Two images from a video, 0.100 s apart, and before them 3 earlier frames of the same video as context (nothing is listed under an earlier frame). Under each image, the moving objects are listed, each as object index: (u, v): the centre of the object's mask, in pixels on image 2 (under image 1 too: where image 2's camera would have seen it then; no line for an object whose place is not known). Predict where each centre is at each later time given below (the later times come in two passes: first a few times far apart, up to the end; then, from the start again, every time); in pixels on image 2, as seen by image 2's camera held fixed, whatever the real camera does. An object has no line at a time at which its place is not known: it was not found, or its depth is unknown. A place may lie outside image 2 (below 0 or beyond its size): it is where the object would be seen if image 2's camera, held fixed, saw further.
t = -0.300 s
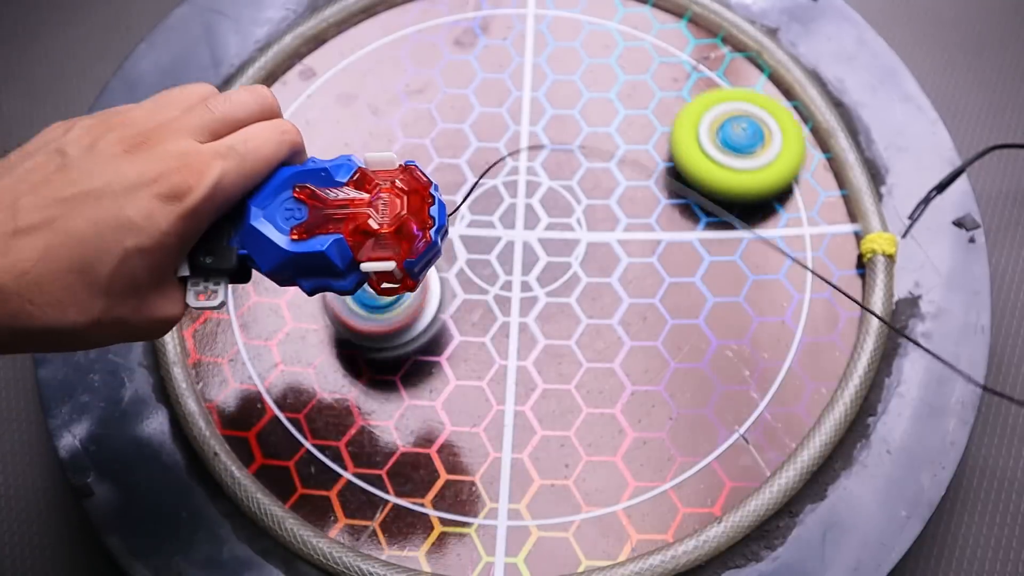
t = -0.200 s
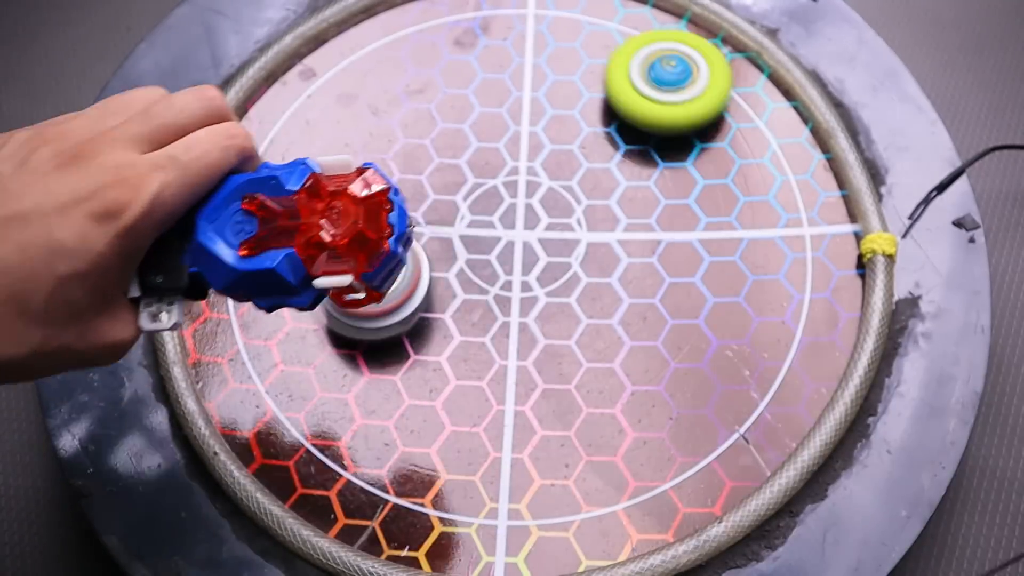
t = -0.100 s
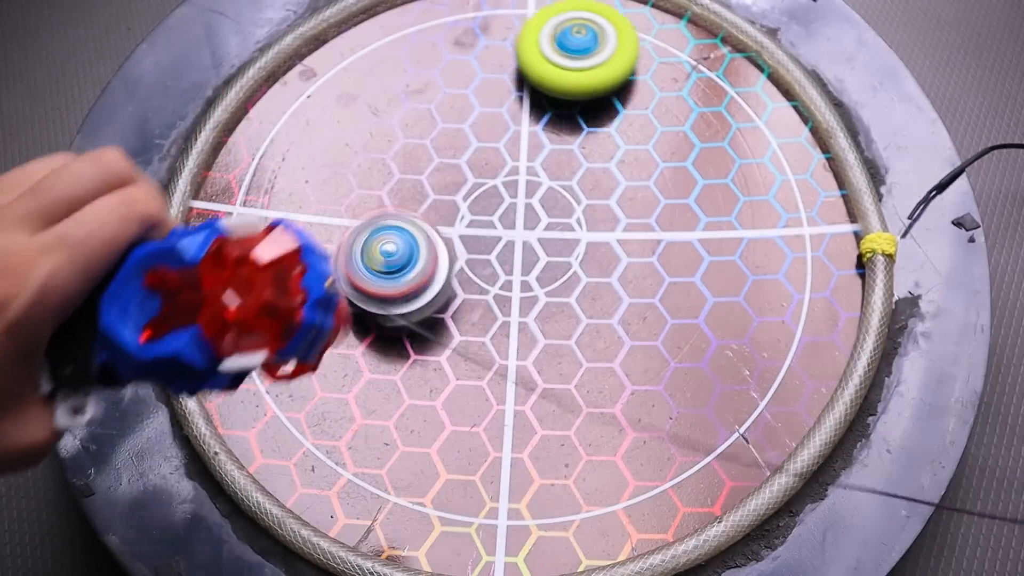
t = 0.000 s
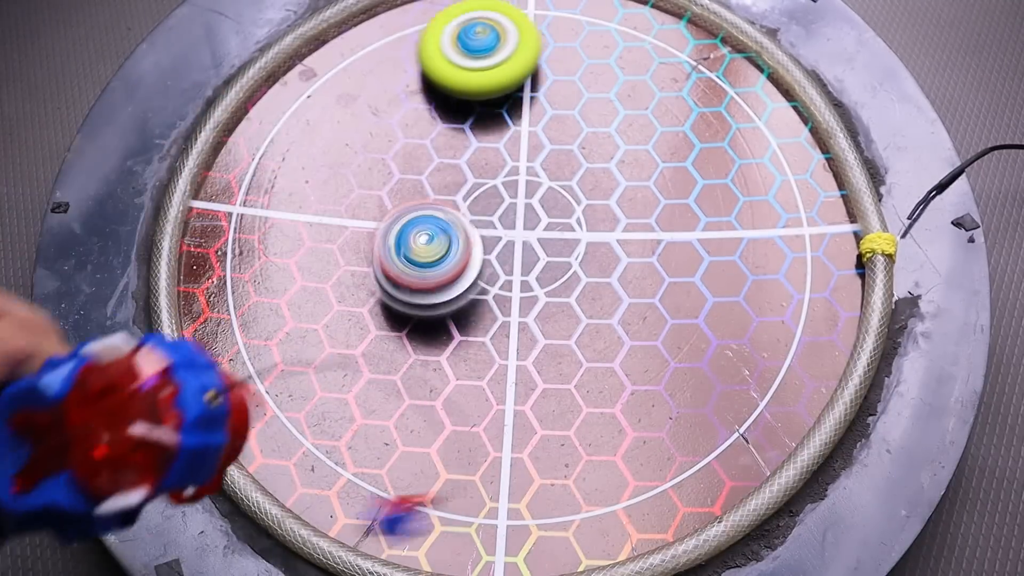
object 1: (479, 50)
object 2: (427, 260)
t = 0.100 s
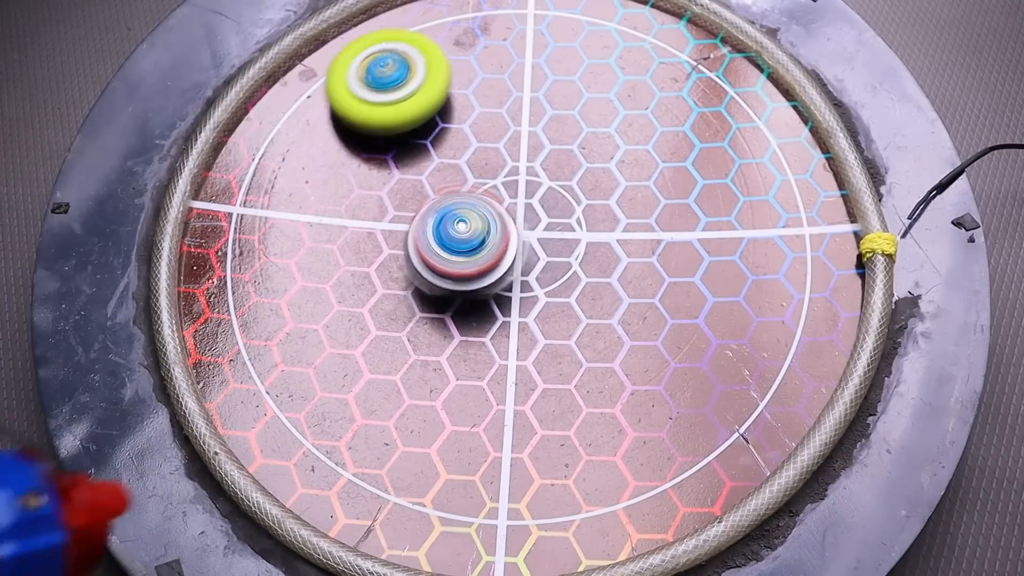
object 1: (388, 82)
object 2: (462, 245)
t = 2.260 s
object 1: (718, 367)
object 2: (569, 196)
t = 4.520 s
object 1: (276, 200)
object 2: (462, 233)
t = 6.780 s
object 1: (629, 82)
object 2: (550, 199)
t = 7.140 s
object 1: (349, 112)
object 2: (567, 188)
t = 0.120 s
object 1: (372, 92)
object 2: (467, 242)
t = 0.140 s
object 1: (356, 104)
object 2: (474, 238)
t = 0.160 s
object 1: (340, 116)
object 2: (480, 236)
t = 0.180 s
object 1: (326, 130)
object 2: (486, 232)
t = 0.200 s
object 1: (313, 145)
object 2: (491, 227)
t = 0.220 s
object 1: (301, 160)
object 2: (496, 222)
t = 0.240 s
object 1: (290, 177)
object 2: (500, 217)
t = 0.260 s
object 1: (281, 194)
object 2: (503, 212)
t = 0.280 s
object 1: (274, 212)
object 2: (506, 207)
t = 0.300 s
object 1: (269, 231)
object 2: (511, 203)
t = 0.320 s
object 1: (266, 251)
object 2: (514, 199)
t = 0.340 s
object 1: (265, 271)
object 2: (517, 195)
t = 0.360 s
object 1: (265, 291)
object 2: (521, 190)
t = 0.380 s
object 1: (268, 311)
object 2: (524, 185)
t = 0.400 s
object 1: (273, 332)
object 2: (525, 182)
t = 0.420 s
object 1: (281, 352)
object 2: (526, 178)
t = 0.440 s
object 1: (291, 372)
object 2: (529, 171)
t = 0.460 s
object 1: (302, 390)
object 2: (531, 167)
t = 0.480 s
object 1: (317, 408)
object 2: (533, 162)
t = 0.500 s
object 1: (333, 425)
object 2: (534, 158)
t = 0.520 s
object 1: (351, 440)
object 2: (535, 153)
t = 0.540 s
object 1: (372, 453)
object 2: (533, 149)
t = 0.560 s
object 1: (394, 465)
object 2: (532, 146)
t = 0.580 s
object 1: (417, 474)
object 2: (532, 144)
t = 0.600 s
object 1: (442, 481)
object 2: (532, 139)
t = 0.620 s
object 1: (468, 485)
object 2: (532, 136)
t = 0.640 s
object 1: (494, 488)
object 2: (531, 132)
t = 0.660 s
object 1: (520, 487)
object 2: (530, 129)
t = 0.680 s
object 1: (547, 484)
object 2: (528, 126)
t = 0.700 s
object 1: (573, 479)
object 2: (526, 123)
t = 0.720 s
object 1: (598, 472)
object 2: (525, 121)
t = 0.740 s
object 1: (621, 462)
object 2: (523, 119)
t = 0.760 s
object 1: (644, 450)
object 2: (522, 116)
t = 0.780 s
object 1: (665, 437)
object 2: (521, 114)
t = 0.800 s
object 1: (683, 422)
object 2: (518, 112)
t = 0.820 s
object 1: (700, 406)
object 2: (515, 111)
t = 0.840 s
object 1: (715, 388)
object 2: (513, 111)
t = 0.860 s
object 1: (727, 370)
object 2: (511, 111)
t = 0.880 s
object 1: (738, 350)
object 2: (509, 111)
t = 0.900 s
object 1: (745, 331)
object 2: (508, 111)
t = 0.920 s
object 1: (751, 310)
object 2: (505, 111)
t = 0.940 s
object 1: (754, 290)
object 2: (503, 111)
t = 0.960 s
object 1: (756, 271)
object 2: (501, 112)
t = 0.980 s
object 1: (755, 250)
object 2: (499, 115)
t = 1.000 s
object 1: (753, 231)
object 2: (497, 117)
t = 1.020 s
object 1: (749, 213)
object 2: (496, 119)
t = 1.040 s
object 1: (742, 195)
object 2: (495, 120)
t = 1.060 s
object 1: (735, 177)
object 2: (492, 121)
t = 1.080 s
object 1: (725, 161)
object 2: (490, 125)
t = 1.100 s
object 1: (715, 146)
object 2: (489, 128)
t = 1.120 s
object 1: (704, 131)
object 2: (487, 132)
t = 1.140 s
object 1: (691, 118)
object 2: (487, 137)
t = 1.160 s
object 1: (677, 105)
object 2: (487, 141)
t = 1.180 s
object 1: (661, 94)
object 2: (485, 143)
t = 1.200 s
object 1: (646, 84)
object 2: (485, 151)
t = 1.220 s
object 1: (628, 75)
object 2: (487, 155)
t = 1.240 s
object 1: (611, 68)
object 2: (489, 159)
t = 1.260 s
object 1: (593, 62)
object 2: (491, 164)
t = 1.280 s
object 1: (575, 57)
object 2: (494, 166)
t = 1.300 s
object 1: (556, 53)
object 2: (497, 168)
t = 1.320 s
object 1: (537, 50)
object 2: (498, 171)
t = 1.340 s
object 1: (518, 49)
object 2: (502, 177)
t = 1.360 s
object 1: (499, 49)
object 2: (506, 181)
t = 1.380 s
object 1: (480, 50)
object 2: (511, 185)
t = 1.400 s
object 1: (461, 52)
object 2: (516, 188)
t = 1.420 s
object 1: (442, 56)
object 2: (519, 189)
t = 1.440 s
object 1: (423, 61)
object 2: (525, 192)
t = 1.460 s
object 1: (405, 67)
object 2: (530, 193)
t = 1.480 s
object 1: (387, 75)
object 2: (535, 195)
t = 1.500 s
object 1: (370, 83)
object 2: (541, 197)
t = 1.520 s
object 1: (353, 93)
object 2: (543, 197)
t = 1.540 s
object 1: (337, 104)
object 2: (547, 200)
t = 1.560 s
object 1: (322, 116)
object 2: (552, 201)
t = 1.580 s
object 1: (308, 129)
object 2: (557, 202)
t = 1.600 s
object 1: (295, 144)
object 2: (561, 203)
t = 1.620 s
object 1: (283, 159)
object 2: (565, 203)
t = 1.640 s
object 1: (273, 175)
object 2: (569, 203)
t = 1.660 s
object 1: (263, 192)
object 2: (573, 202)
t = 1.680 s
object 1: (256, 209)
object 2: (577, 203)
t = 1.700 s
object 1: (250, 228)
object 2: (582, 202)
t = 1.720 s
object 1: (247, 249)
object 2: (582, 201)
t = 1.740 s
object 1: (249, 273)
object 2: (585, 201)
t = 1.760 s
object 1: (253, 295)
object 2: (589, 200)
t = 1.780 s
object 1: (259, 316)
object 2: (592, 200)
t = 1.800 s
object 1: (266, 336)
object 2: (595, 199)
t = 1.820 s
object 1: (276, 355)
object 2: (596, 196)
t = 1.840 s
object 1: (288, 373)
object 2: (598, 197)
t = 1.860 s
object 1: (301, 390)
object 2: (600, 196)
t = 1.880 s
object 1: (316, 407)
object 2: (602, 195)
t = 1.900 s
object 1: (333, 422)
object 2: (602, 193)
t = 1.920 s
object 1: (352, 435)
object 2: (600, 191)
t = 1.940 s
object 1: (373, 447)
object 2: (601, 191)
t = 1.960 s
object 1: (395, 456)
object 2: (602, 190)
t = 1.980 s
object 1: (418, 464)
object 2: (602, 189)
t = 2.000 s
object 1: (442, 470)
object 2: (600, 188)
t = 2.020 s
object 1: (466, 474)
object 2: (599, 187)
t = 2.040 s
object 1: (491, 475)
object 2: (599, 188)
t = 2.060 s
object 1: (516, 475)
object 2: (598, 187)
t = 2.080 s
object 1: (541, 472)
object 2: (596, 187)
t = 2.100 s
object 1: (566, 468)
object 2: (592, 187)
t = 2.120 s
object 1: (590, 461)
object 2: (590, 187)
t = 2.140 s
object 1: (613, 452)
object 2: (588, 188)
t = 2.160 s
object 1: (635, 441)
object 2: (586, 189)
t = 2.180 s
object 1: (655, 429)
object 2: (582, 190)
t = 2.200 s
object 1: (674, 415)
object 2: (579, 190)
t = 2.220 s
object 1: (690, 400)
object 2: (576, 193)
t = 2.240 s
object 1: (705, 384)
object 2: (573, 194)
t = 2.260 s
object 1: (718, 367)
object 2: (569, 196)
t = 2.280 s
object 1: (729, 349)
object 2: (564, 198)
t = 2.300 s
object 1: (738, 331)
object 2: (562, 201)
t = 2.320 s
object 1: (745, 311)
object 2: (559, 205)
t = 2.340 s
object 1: (750, 293)
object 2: (557, 208)
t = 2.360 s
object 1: (753, 273)
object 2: (554, 209)
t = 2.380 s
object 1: (754, 255)
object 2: (554, 213)
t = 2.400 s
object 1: (753, 236)
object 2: (552, 217)
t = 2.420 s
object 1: (750, 218)
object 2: (552, 219)
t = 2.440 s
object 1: (746, 200)
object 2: (548, 221)
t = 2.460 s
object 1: (740, 183)
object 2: (547, 227)
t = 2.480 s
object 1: (733, 167)
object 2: (547, 231)
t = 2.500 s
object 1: (724, 152)
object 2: (548, 235)
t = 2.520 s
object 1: (714, 138)
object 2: (546, 237)
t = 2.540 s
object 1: (703, 124)
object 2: (545, 240)
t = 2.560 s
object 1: (691, 111)
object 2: (545, 243)
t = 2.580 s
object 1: (678, 99)
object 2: (546, 248)
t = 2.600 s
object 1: (664, 88)
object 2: (542, 249)
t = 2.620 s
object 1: (650, 78)
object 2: (542, 253)
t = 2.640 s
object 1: (634, 70)
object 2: (543, 258)
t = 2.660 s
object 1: (617, 63)
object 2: (545, 261)
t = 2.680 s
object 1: (600, 56)
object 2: (543, 264)
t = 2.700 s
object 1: (583, 51)
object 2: (544, 268)
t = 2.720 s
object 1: (565, 47)
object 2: (545, 271)
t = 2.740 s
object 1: (547, 45)
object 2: (549, 272)
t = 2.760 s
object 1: (529, 44)
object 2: (544, 273)
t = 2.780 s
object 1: (511, 43)
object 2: (548, 277)
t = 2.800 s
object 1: (492, 44)
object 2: (551, 281)
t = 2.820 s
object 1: (474, 46)
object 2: (554, 281)
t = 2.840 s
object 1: (456, 48)
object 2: (552, 281)
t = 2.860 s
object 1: (438, 51)
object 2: (556, 283)
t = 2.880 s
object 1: (420, 57)
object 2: (559, 282)
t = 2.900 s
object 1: (404, 64)
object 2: (559, 283)
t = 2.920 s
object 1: (386, 72)
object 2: (558, 283)
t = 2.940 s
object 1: (370, 81)
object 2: (562, 284)
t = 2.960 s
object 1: (355, 91)
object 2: (564, 283)
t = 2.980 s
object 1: (340, 102)
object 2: (563, 282)
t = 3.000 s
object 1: (327, 114)
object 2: (565, 282)
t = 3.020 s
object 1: (314, 128)
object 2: (566, 281)
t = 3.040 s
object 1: (303, 142)
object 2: (566, 278)
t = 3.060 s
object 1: (292, 157)
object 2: (564, 277)
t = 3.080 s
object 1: (283, 173)
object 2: (565, 277)
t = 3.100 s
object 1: (276, 190)
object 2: (565, 274)
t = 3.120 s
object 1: (270, 207)
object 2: (561, 271)
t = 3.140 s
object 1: (266, 225)
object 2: (562, 269)
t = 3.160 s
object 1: (264, 243)
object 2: (560, 268)
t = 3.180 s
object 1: (264, 262)
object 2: (556, 264)
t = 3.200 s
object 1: (266, 281)
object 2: (551, 262)
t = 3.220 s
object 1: (270, 299)
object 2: (548, 261)
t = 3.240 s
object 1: (276, 318)
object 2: (546, 259)
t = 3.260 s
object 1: (284, 336)
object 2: (541, 256)
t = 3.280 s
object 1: (294, 353)
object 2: (538, 256)
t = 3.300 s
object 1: (305, 370)
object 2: (536, 255)
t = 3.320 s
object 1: (320, 386)
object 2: (529, 255)
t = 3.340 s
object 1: (335, 401)
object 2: (525, 255)
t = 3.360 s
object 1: (353, 414)
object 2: (522, 257)
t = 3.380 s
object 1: (372, 426)
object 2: (517, 255)
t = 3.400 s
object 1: (393, 435)
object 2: (512, 255)
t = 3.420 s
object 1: (415, 443)
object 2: (508, 255)
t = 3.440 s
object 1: (438, 449)
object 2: (505, 254)
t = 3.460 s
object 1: (461, 452)
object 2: (499, 254)
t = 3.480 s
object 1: (486, 454)
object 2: (495, 256)
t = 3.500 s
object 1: (510, 454)
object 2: (493, 257)
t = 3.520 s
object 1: (535, 451)
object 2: (487, 256)
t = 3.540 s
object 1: (558, 446)
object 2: (483, 258)
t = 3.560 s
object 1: (582, 439)
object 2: (481, 258)
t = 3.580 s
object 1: (603, 430)
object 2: (475, 257)
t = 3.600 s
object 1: (624, 420)
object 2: (472, 261)
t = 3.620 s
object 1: (642, 407)
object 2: (470, 263)
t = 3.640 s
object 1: (660, 393)
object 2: (467, 261)
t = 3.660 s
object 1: (675, 378)
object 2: (465, 264)
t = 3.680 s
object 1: (688, 362)
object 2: (463, 265)
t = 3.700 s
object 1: (699, 344)
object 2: (458, 265)
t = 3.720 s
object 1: (708, 327)
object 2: (457, 269)
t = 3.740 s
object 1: (716, 309)
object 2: (455, 272)
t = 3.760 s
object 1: (721, 291)
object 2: (453, 272)
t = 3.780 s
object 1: (725, 273)
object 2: (450, 274)
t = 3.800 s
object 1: (727, 255)
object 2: (449, 277)
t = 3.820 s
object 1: (726, 237)
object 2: (447, 277)
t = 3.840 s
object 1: (725, 220)
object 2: (444, 279)
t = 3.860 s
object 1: (721, 203)
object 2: (444, 282)
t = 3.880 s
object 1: (716, 186)
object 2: (445, 282)
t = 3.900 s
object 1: (710, 170)
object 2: (442, 283)
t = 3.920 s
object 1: (702, 155)
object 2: (443, 285)
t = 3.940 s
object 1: (693, 142)
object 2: (443, 285)
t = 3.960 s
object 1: (683, 128)
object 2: (440, 286)
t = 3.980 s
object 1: (671, 115)
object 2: (441, 288)
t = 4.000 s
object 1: (658, 104)
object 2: (442, 287)
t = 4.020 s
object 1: (645, 93)
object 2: (441, 288)
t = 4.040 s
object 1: (630, 84)
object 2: (443, 288)
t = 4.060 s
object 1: (615, 75)
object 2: (443, 287)
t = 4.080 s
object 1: (600, 68)
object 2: (443, 287)
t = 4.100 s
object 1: (584, 62)
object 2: (445, 288)
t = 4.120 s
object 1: (567, 57)
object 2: (446, 286)
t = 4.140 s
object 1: (549, 53)
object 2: (447, 285)
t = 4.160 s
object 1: (532, 50)
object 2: (449, 284)
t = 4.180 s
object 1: (514, 49)
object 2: (449, 281)
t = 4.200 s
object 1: (497, 49)
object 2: (451, 281)
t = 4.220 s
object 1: (479, 50)
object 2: (453, 280)
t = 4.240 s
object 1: (461, 52)
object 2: (453, 277)
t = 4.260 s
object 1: (444, 55)
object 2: (456, 276)
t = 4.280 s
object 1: (427, 60)
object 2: (458, 272)
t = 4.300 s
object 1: (410, 66)
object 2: (455, 269)
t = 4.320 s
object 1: (393, 73)
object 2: (458, 269)
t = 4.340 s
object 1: (377, 81)
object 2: (459, 263)
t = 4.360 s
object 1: (362, 90)
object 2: (459, 261)
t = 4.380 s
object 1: (348, 100)
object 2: (462, 258)
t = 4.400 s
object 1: (334, 112)
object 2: (460, 253)
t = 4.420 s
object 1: (321, 124)
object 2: (461, 251)
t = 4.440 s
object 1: (309, 138)
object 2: (464, 248)
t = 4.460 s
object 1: (299, 152)
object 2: (463, 244)
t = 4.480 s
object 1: (290, 167)
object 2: (464, 241)
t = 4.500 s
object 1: (282, 183)
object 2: (464, 236)
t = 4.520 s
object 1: (276, 200)
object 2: (462, 233)
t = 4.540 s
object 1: (272, 217)
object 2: (462, 232)
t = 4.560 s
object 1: (270, 235)
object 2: (460, 227)
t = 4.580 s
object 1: (270, 253)
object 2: (459, 223)
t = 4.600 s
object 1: (272, 271)
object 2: (459, 219)
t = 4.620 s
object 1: (276, 289)
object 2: (455, 217)
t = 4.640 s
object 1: (282, 307)
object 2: (454, 215)
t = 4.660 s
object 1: (291, 324)
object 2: (453, 210)
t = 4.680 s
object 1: (301, 341)
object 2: (451, 209)
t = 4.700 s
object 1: (313, 356)
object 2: (450, 205)
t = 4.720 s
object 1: (328, 372)
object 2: (444, 203)
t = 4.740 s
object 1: (343, 385)
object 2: (442, 202)
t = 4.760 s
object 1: (361, 397)
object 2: (440, 199)
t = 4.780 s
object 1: (380, 408)
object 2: (437, 197)
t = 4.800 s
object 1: (401, 417)
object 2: (436, 195)
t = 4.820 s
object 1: (422, 424)
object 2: (430, 193)
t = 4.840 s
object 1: (445, 428)
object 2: (429, 194)
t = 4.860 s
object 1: (467, 431)
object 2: (429, 191)
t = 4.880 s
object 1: (490, 431)
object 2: (426, 192)
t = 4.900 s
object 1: (513, 430)
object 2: (425, 191)
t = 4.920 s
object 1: (536, 427)
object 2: (421, 190)
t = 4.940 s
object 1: (559, 422)
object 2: (419, 191)
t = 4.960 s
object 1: (581, 415)
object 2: (421, 189)
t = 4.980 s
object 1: (601, 405)
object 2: (417, 191)
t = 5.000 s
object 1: (620, 395)
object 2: (415, 191)
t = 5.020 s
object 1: (637, 382)
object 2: (412, 191)
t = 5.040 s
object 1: (653, 369)
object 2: (411, 193)
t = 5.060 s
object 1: (666, 354)
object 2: (412, 192)
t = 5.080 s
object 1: (678, 338)
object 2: (410, 195)
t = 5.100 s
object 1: (688, 322)
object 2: (411, 196)
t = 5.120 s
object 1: (696, 305)
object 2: (409, 196)
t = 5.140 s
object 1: (703, 288)
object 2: (409, 199)
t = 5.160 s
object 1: (707, 270)
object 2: (412, 198)
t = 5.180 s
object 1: (710, 253)
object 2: (412, 200)
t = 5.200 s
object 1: (711, 236)
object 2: (415, 200)
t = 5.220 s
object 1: (711, 219)
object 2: (415, 204)
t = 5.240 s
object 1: (708, 202)
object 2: (418, 204)
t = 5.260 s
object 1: (704, 186)
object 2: (420, 203)
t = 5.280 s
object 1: (698, 171)
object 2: (424, 204)
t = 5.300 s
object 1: (692, 156)
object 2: (428, 205)
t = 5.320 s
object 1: (684, 142)
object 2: (429, 207)
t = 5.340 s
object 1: (674, 129)
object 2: (434, 209)
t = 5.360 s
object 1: (664, 116)
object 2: (437, 207)
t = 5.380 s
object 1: (653, 105)
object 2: (442, 208)
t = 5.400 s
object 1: (640, 94)
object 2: (447, 205)
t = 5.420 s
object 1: (626, 84)
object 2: (449, 205)
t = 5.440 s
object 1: (612, 76)
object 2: (455, 204)
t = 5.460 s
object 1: (596, 68)
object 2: (457, 202)
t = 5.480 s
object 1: (581, 62)
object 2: (462, 200)
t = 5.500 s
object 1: (564, 57)
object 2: (461, 197)
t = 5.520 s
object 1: (547, 52)
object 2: (466, 198)
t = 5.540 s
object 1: (530, 50)
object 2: (470, 194)
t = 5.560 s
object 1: (513, 48)
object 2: (474, 191)
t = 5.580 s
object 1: (496, 48)
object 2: (478, 187)
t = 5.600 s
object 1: (479, 49)
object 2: (478, 186)
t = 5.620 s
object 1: (462, 51)
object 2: (482, 183)
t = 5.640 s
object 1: (445, 54)
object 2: (483, 181)
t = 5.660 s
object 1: (428, 59)
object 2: (487, 178)
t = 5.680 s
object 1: (412, 64)
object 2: (488, 173)
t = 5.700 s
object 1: (396, 71)
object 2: (490, 173)
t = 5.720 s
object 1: (381, 79)
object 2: (492, 170)
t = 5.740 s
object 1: (365, 88)
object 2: (493, 167)
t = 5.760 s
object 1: (351, 100)
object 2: (496, 165)
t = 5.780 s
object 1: (338, 110)
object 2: (494, 161)
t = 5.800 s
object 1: (326, 123)
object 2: (498, 161)
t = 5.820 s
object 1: (316, 136)
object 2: (496, 159)
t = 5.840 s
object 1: (305, 151)
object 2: (497, 157)
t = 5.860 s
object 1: (297, 166)
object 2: (495, 154)
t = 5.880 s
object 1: (291, 182)
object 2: (495, 155)
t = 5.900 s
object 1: (286, 198)
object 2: (493, 151)
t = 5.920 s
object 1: (283, 215)
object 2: (493, 151)
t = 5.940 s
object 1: (283, 233)
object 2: (491, 145)
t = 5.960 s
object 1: (284, 250)
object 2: (489, 146)
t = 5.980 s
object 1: (287, 268)
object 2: (489, 144)
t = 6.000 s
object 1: (292, 285)
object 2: (486, 145)
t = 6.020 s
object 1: (299, 302)
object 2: (486, 143)
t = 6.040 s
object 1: (309, 319)
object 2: (482, 145)
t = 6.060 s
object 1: (320, 334)
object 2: (481, 148)
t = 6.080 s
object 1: (333, 350)
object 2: (480, 147)
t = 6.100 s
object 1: (349, 363)
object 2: (480, 148)
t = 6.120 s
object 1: (366, 375)
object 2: (477, 148)
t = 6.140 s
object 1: (385, 386)
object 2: (477, 152)
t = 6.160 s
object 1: (404, 395)
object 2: (476, 153)
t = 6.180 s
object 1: (425, 402)
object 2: (476, 157)
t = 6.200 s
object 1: (446, 407)
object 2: (474, 154)
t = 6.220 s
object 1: (468, 411)
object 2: (475, 158)
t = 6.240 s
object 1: (490, 412)
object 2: (476, 159)
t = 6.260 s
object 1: (512, 411)
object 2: (476, 162)
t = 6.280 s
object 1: (534, 409)
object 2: (477, 164)
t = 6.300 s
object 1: (556, 404)
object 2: (477, 166)
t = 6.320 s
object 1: (577, 398)
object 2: (480, 170)
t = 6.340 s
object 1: (597, 390)
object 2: (480, 173)
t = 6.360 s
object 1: (615, 380)
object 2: (485, 176)
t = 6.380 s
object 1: (633, 369)
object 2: (484, 177)
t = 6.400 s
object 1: (648, 356)
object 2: (488, 180)
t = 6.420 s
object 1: (662, 342)
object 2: (490, 183)
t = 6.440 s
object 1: (674, 328)
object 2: (495, 185)
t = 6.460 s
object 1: (685, 312)
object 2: (495, 185)
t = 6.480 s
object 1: (693, 297)
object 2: (501, 190)
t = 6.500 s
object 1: (700, 280)
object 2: (503, 191)
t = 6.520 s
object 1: (705, 264)
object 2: (508, 192)
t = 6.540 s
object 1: (708, 247)
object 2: (509, 192)
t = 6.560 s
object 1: (710, 230)
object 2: (515, 195)
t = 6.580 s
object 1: (710, 214)
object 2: (517, 195)
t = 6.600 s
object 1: (707, 197)
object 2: (523, 197)
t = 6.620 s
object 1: (704, 182)
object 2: (524, 195)
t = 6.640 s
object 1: (699, 167)
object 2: (529, 198)
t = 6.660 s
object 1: (693, 153)
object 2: (532, 198)
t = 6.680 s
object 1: (686, 139)
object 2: (537, 200)
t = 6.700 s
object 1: (677, 126)
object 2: (537, 198)
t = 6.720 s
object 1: (667, 113)
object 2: (543, 201)
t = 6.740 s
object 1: (655, 101)
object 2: (545, 200)
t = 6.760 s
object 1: (643, 91)
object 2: (549, 201)
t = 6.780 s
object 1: (629, 82)
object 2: (550, 199)
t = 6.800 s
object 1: (615, 74)
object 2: (554, 201)
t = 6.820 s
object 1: (600, 67)
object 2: (556, 198)
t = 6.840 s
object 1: (585, 61)
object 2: (560, 197)
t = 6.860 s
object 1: (569, 56)
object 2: (559, 196)
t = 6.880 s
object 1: (553, 52)
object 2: (563, 198)
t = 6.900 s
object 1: (536, 50)
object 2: (563, 197)
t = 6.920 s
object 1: (518, 48)
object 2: (568, 195)
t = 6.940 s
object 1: (502, 48)
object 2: (566, 194)
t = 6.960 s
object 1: (484, 49)
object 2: (569, 194)
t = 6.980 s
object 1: (467, 51)
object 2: (569, 192)
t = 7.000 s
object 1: (451, 55)
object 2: (571, 191)
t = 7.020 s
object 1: (434, 60)
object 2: (568, 191)
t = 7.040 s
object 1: (419, 66)
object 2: (571, 190)
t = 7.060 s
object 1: (403, 73)
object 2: (569, 191)
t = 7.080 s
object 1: (389, 81)
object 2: (570, 189)
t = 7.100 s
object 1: (375, 90)
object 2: (567, 189)
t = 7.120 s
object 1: (362, 101)
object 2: (567, 187)
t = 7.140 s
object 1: (349, 112)
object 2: (567, 188)
